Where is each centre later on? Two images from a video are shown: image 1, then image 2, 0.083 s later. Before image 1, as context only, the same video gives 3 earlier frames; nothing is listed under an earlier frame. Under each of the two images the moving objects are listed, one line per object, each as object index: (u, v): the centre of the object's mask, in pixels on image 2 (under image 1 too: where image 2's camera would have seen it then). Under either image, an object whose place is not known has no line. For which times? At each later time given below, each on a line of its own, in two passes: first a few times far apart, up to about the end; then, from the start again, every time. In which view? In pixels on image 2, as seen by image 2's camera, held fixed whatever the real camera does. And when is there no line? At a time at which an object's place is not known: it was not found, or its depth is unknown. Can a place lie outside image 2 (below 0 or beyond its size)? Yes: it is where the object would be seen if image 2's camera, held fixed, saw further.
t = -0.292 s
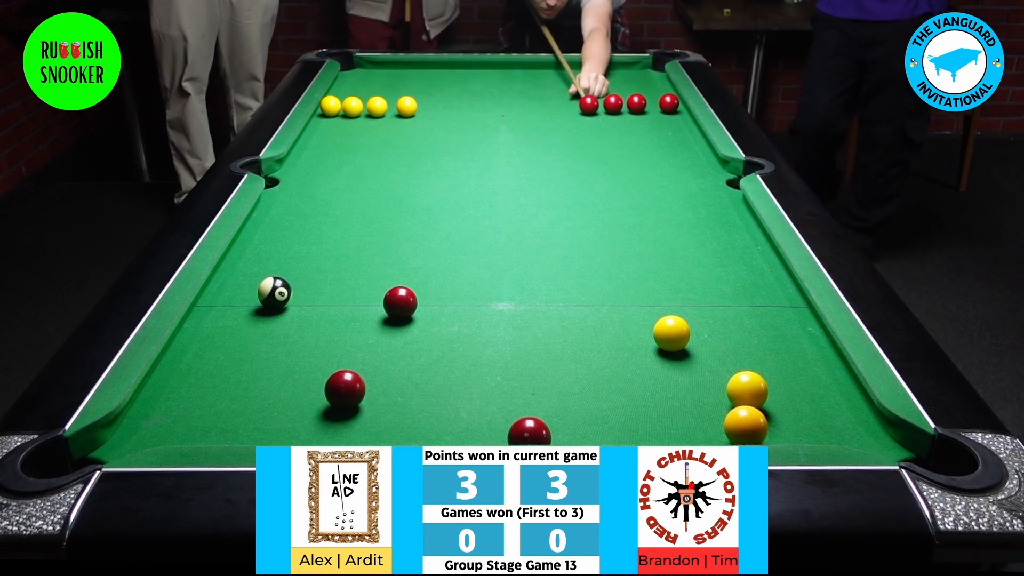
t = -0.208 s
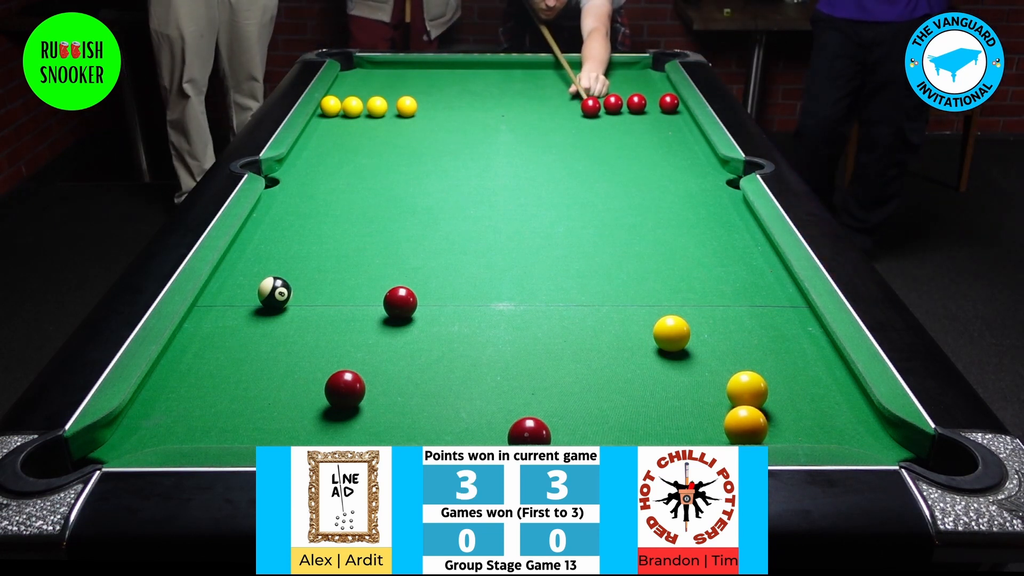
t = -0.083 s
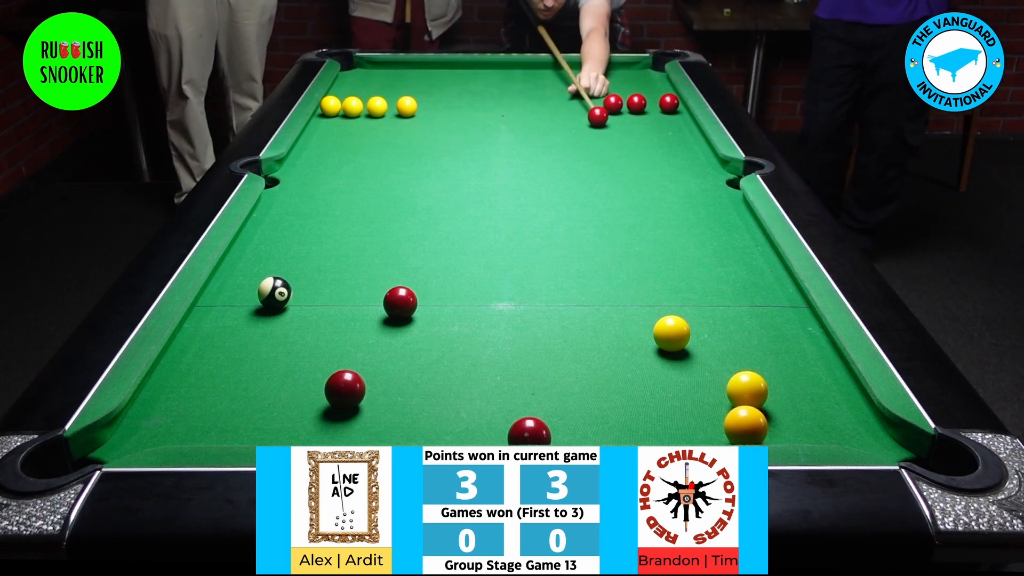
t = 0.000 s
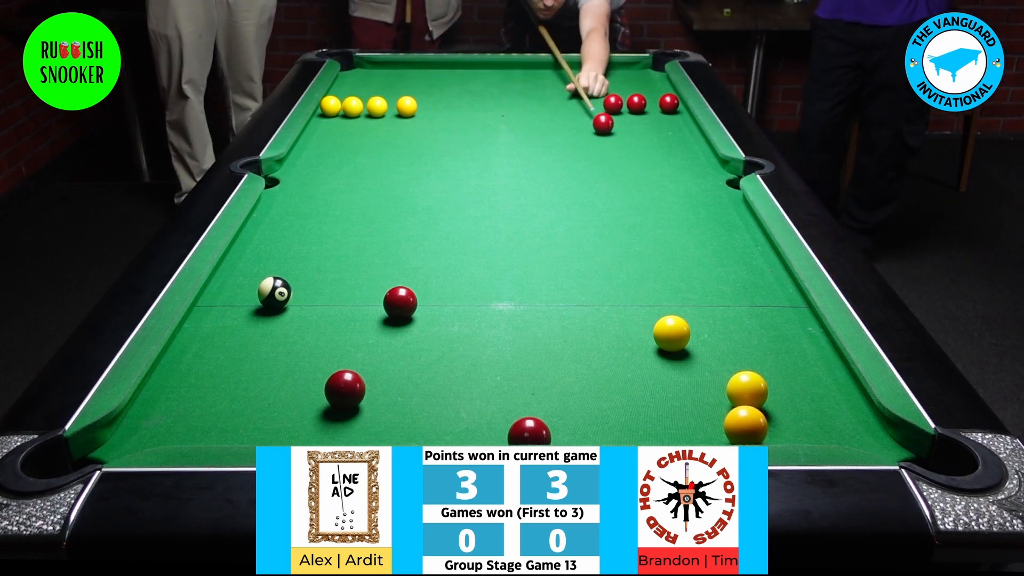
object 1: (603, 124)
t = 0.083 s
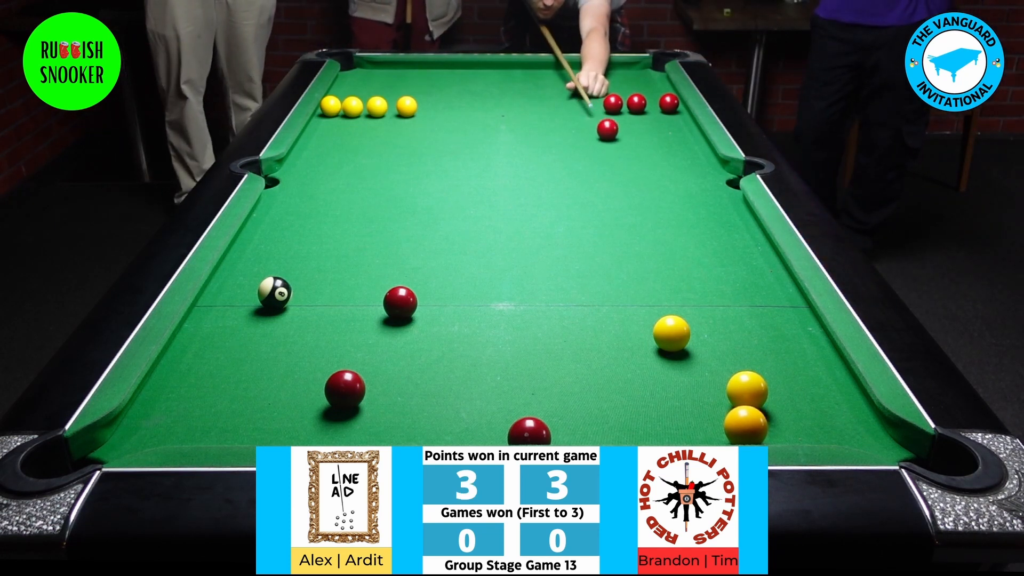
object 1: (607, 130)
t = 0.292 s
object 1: (619, 145)
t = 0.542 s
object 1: (634, 166)
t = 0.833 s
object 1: (652, 191)
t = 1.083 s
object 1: (669, 215)
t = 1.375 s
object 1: (689, 243)
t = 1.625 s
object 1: (709, 270)
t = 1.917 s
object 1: (730, 301)
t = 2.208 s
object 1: (755, 336)
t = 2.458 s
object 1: (777, 367)
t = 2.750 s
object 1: (801, 402)
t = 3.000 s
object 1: (824, 430)
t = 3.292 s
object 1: (831, 424)
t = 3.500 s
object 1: (832, 409)
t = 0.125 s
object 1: (610, 133)
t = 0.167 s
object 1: (612, 136)
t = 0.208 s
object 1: (614, 139)
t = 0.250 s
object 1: (617, 142)
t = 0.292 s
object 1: (619, 145)
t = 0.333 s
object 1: (621, 148)
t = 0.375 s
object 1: (623, 151)
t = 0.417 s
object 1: (626, 154)
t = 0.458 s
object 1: (629, 159)
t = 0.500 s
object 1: (632, 163)
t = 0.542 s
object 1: (634, 166)
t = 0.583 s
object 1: (637, 169)
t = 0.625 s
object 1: (639, 173)
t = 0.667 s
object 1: (642, 176)
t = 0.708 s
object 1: (644, 180)
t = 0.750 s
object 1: (647, 183)
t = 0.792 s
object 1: (649, 187)
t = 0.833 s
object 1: (652, 191)
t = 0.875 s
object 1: (654, 194)
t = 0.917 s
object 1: (657, 198)
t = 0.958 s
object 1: (661, 204)
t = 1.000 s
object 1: (664, 207)
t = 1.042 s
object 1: (666, 211)
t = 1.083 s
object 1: (669, 215)
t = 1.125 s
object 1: (672, 219)
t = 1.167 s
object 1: (675, 222)
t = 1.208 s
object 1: (678, 227)
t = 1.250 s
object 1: (680, 230)
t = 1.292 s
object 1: (683, 235)
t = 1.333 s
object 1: (686, 239)
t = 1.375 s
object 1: (689, 243)
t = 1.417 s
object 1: (692, 247)
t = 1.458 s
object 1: (696, 253)
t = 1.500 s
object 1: (699, 257)
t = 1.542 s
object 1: (702, 261)
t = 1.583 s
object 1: (705, 266)
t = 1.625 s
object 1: (709, 270)
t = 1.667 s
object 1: (712, 274)
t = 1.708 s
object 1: (715, 279)
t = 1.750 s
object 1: (718, 283)
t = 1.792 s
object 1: (721, 288)
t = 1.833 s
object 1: (724, 292)
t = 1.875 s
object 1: (727, 297)
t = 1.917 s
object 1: (730, 301)
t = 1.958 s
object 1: (735, 307)
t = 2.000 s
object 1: (738, 313)
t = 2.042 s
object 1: (742, 317)
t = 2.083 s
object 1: (745, 322)
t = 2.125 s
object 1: (748, 327)
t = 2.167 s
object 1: (751, 331)
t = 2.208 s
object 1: (755, 336)
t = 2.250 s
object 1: (758, 341)
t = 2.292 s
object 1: (761, 346)
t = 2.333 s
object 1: (764, 350)
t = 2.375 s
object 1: (768, 355)
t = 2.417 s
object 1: (771, 360)
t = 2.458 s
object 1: (777, 367)
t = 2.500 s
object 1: (780, 372)
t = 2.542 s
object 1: (784, 377)
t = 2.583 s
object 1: (787, 382)
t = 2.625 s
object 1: (791, 387)
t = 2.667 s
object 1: (794, 392)
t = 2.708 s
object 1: (798, 397)
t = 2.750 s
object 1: (801, 402)
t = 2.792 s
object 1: (805, 407)
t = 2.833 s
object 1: (808, 412)
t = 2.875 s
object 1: (811, 417)
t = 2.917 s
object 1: (815, 423)
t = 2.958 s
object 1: (820, 428)
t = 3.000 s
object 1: (824, 430)
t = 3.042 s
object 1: (827, 433)
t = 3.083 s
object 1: (828, 433)
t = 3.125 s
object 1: (829, 431)
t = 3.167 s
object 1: (830, 429)
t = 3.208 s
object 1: (830, 427)
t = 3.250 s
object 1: (830, 426)
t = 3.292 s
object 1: (831, 424)
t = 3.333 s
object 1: (831, 420)
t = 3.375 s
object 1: (831, 418)
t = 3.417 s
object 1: (831, 415)
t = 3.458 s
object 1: (832, 411)
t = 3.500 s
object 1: (832, 409)
